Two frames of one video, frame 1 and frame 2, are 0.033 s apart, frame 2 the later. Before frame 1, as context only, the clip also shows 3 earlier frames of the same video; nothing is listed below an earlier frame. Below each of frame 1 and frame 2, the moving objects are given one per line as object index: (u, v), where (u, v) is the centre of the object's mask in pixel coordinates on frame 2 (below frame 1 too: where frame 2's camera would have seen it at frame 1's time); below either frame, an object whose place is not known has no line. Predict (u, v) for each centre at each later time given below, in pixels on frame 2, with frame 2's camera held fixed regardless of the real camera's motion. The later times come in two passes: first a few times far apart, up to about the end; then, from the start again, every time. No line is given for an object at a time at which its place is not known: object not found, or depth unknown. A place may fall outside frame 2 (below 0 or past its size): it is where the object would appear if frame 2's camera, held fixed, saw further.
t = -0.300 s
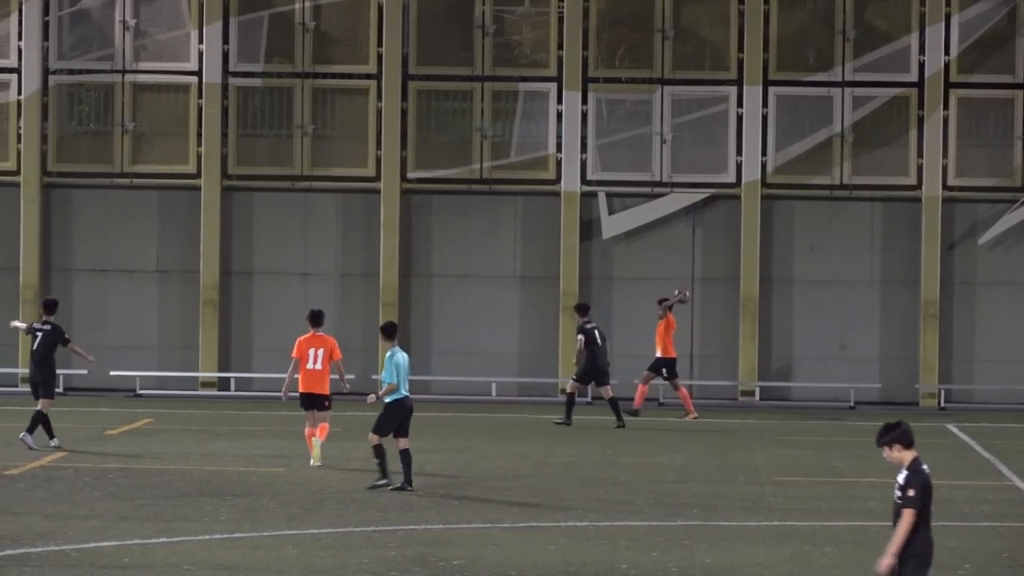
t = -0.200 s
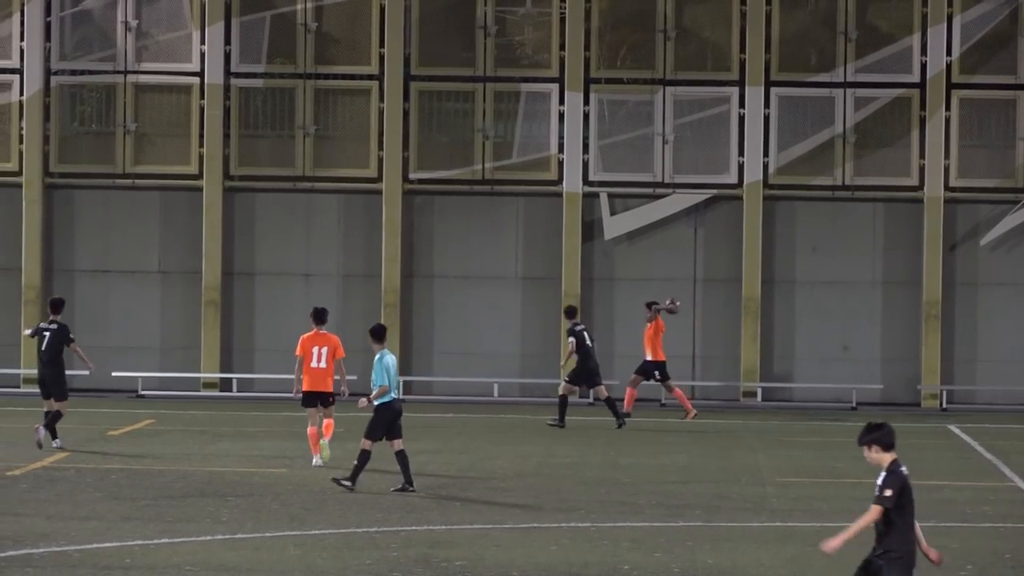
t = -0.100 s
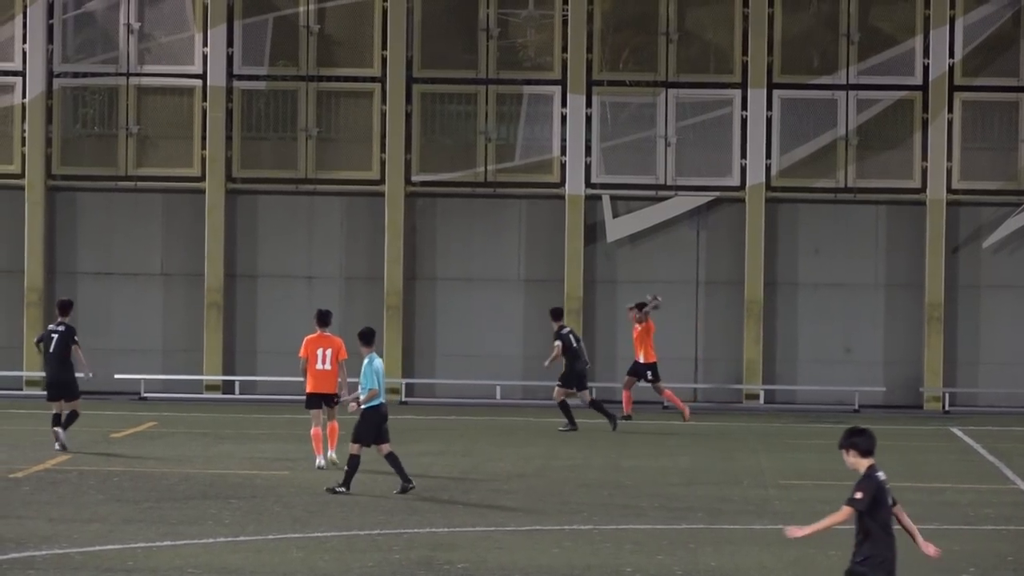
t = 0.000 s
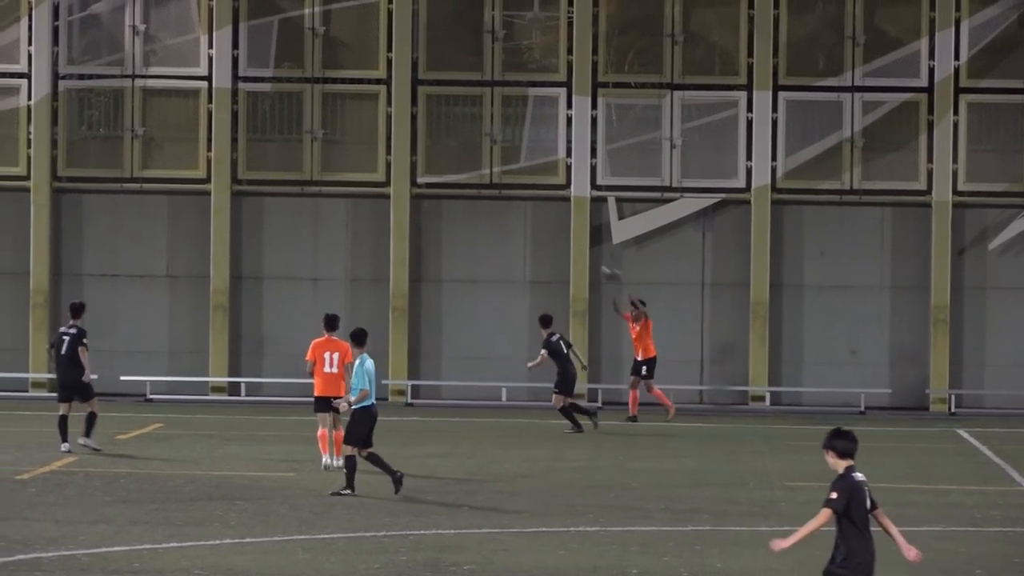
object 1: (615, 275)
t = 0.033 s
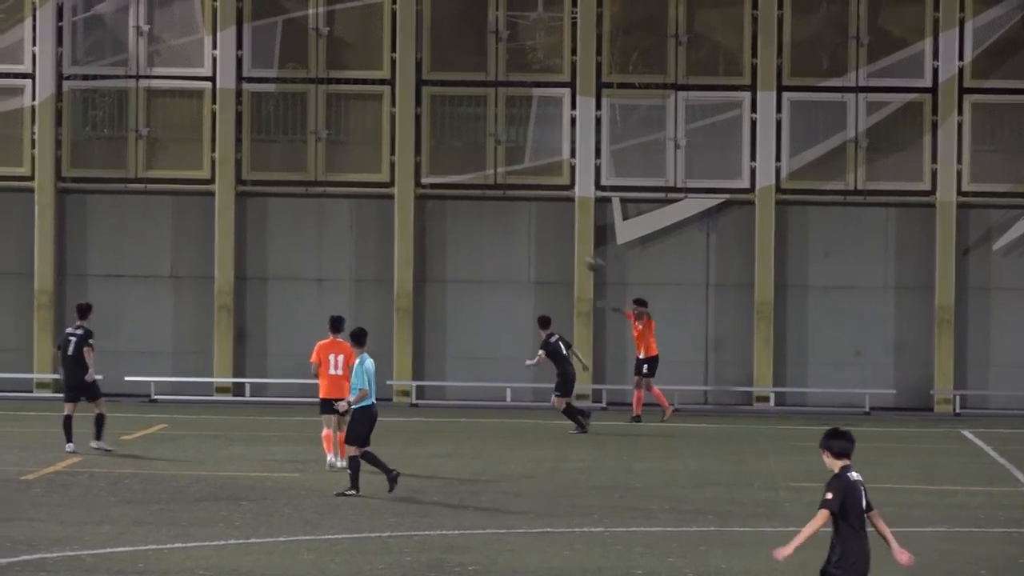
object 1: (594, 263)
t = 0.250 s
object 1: (460, 221)
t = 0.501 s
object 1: (306, 213)
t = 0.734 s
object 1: (159, 249)
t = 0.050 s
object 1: (582, 259)
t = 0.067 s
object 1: (573, 255)
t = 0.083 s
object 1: (562, 251)
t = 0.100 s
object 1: (552, 247)
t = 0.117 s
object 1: (542, 243)
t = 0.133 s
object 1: (532, 239)
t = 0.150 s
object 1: (521, 236)
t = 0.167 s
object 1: (511, 233)
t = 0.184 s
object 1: (501, 230)
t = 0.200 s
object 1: (491, 228)
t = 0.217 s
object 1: (480, 225)
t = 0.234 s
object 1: (470, 223)
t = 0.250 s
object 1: (460, 221)
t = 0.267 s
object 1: (450, 219)
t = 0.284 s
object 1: (440, 216)
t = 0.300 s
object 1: (429, 215)
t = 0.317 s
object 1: (419, 213)
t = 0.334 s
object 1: (409, 213)
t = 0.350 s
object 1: (399, 212)
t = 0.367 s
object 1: (388, 212)
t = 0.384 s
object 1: (378, 211)
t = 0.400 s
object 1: (368, 211)
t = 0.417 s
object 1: (358, 210)
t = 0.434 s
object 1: (347, 210)
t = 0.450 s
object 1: (337, 210)
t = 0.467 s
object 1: (327, 211)
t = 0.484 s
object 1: (317, 212)
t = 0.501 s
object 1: (306, 213)
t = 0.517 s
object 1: (296, 214)
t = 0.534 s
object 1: (286, 215)
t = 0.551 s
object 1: (275, 217)
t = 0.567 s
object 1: (265, 219)
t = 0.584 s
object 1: (254, 220)
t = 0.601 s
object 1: (244, 222)
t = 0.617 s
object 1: (233, 225)
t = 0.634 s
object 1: (222, 228)
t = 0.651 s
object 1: (212, 231)
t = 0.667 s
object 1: (201, 234)
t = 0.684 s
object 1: (191, 237)
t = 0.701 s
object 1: (180, 241)
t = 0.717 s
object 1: (170, 245)
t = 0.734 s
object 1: (159, 249)
